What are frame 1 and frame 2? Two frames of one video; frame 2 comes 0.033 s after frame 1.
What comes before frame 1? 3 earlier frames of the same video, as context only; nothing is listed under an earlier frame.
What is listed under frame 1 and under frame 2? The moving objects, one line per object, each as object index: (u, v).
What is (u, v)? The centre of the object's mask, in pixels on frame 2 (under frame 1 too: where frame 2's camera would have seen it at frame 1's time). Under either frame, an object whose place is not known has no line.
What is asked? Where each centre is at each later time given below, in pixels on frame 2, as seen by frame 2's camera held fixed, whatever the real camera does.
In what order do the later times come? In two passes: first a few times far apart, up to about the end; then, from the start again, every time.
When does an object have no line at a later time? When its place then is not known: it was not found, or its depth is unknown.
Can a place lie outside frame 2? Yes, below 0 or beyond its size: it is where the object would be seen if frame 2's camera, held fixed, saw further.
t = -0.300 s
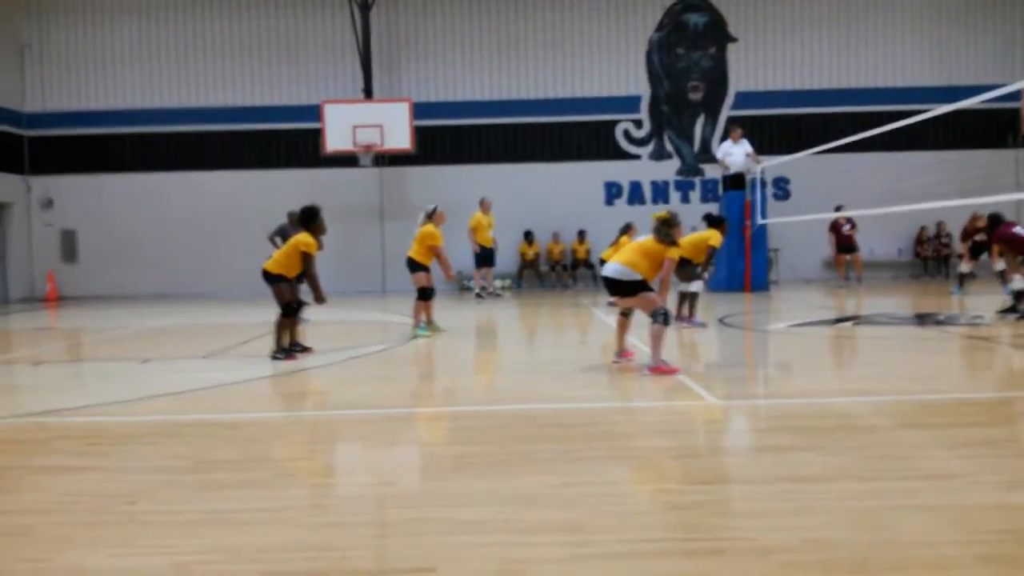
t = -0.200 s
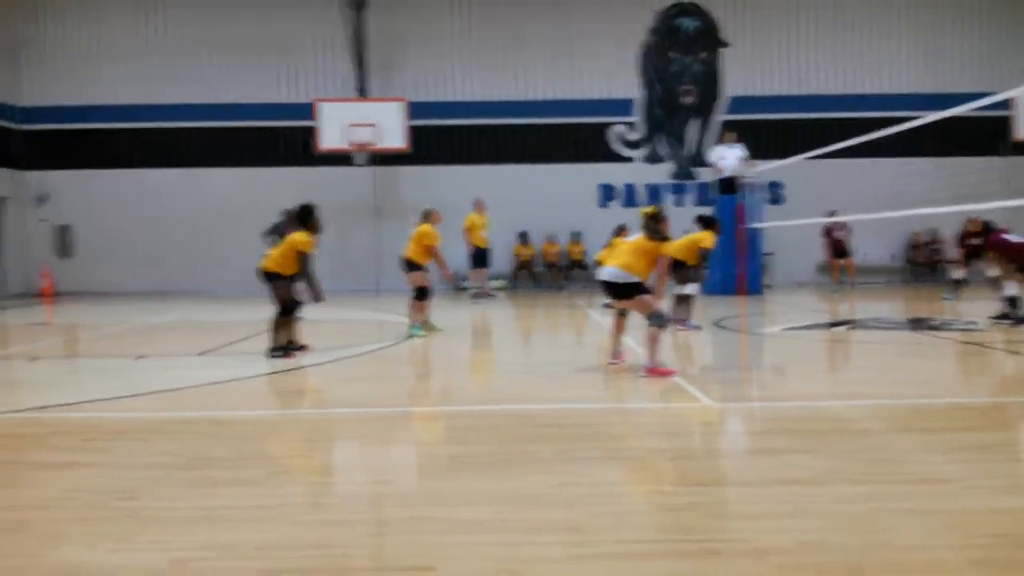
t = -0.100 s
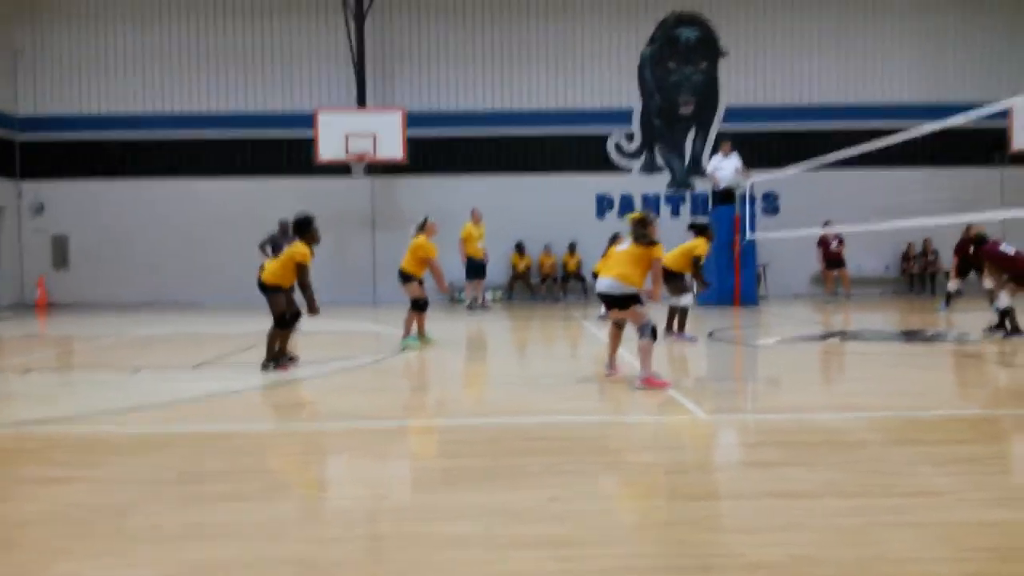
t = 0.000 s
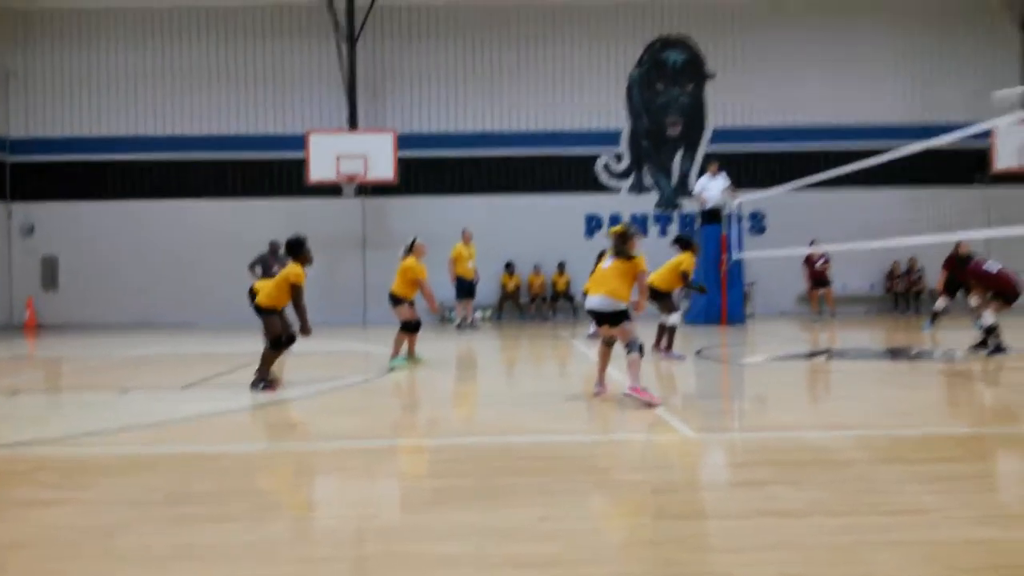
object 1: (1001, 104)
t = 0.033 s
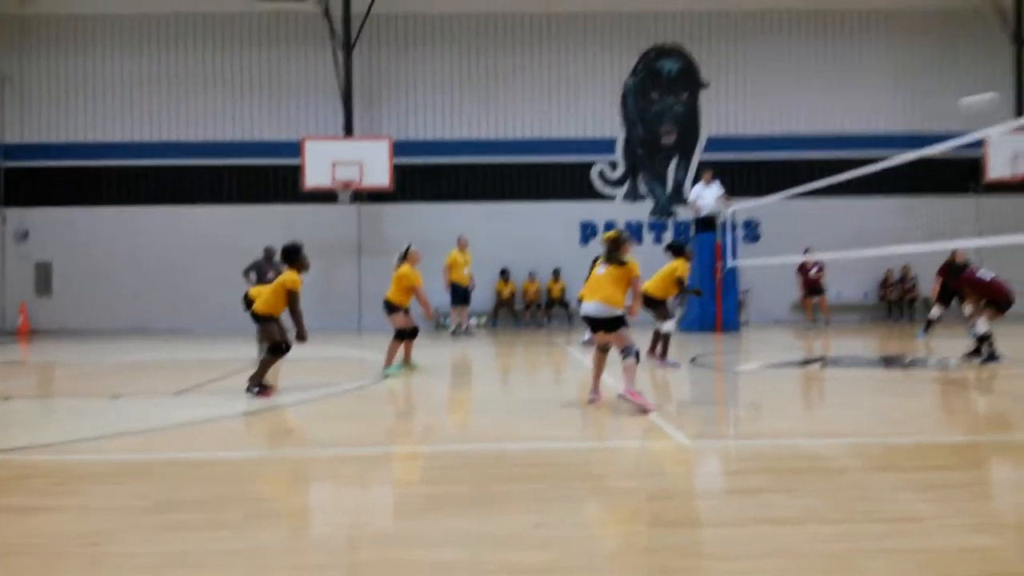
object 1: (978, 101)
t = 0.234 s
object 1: (805, 103)
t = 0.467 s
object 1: (583, 161)
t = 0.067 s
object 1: (949, 99)
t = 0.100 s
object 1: (921, 97)
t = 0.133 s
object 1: (892, 97)
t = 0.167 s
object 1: (865, 97)
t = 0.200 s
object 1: (834, 100)
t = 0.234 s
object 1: (805, 103)
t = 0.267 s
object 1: (774, 108)
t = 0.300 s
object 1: (744, 113)
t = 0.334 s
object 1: (710, 121)
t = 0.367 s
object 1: (679, 133)
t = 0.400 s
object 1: (650, 141)
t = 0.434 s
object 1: (621, 148)
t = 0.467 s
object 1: (583, 161)
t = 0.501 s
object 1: (553, 173)
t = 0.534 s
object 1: (521, 185)
